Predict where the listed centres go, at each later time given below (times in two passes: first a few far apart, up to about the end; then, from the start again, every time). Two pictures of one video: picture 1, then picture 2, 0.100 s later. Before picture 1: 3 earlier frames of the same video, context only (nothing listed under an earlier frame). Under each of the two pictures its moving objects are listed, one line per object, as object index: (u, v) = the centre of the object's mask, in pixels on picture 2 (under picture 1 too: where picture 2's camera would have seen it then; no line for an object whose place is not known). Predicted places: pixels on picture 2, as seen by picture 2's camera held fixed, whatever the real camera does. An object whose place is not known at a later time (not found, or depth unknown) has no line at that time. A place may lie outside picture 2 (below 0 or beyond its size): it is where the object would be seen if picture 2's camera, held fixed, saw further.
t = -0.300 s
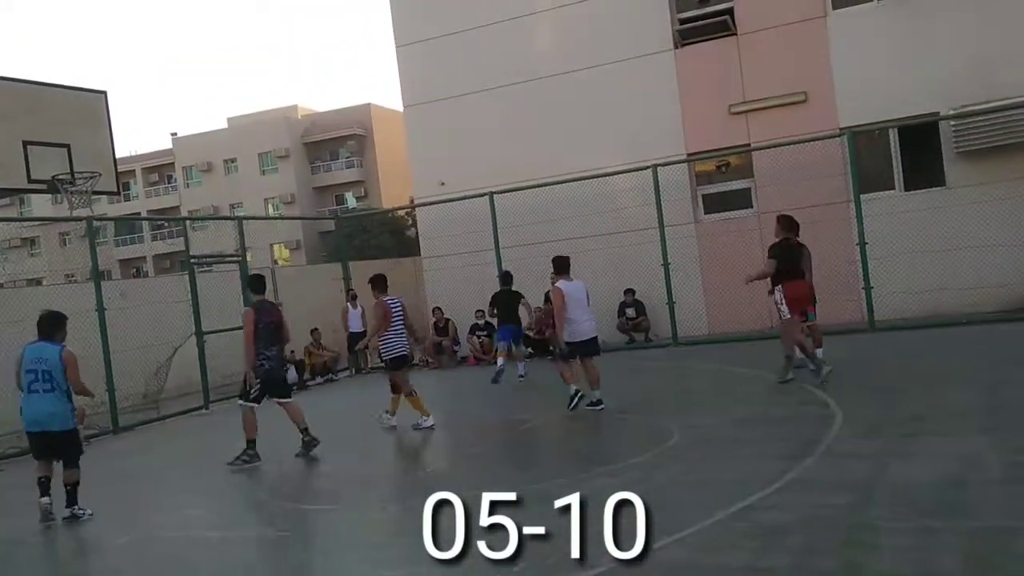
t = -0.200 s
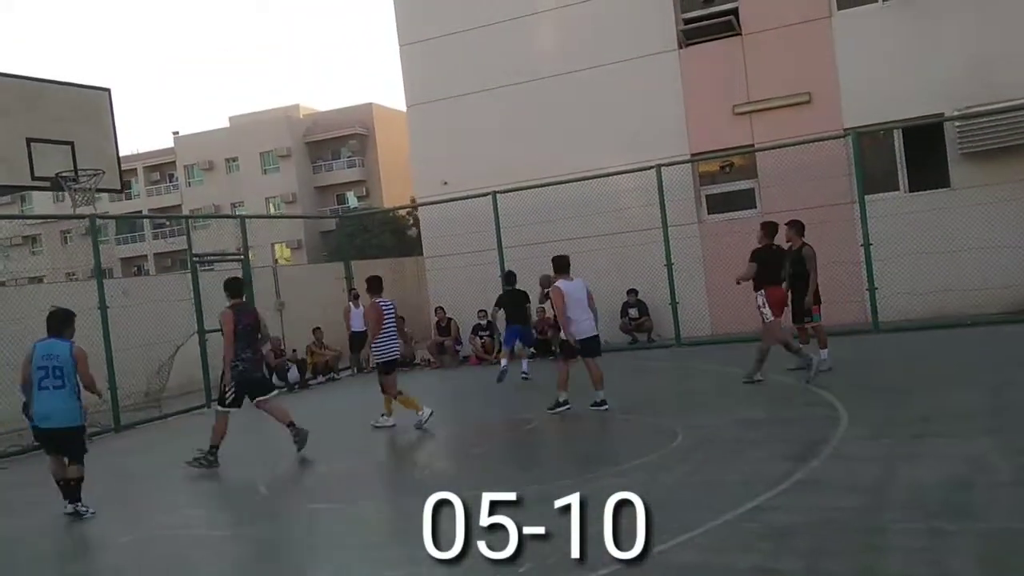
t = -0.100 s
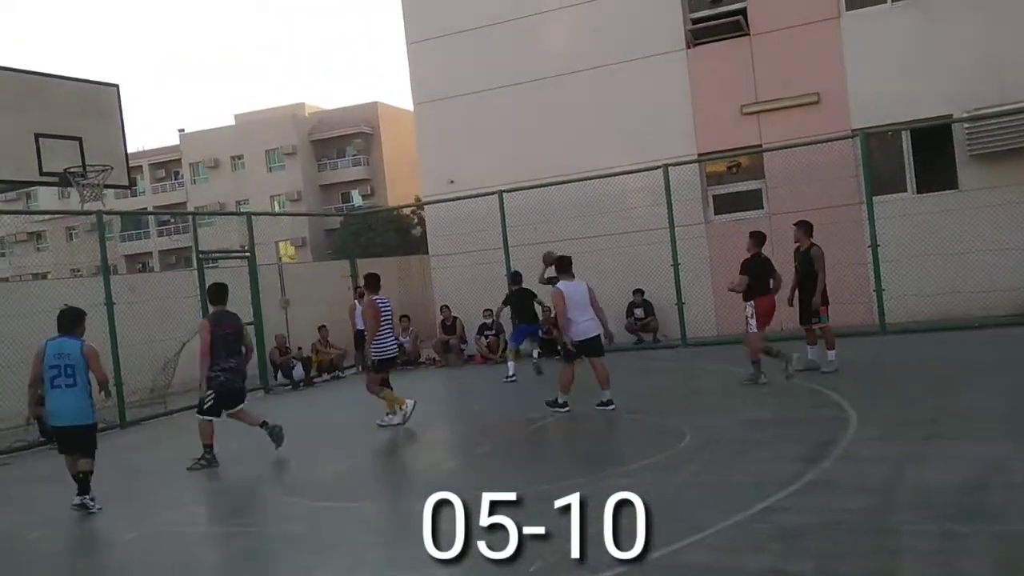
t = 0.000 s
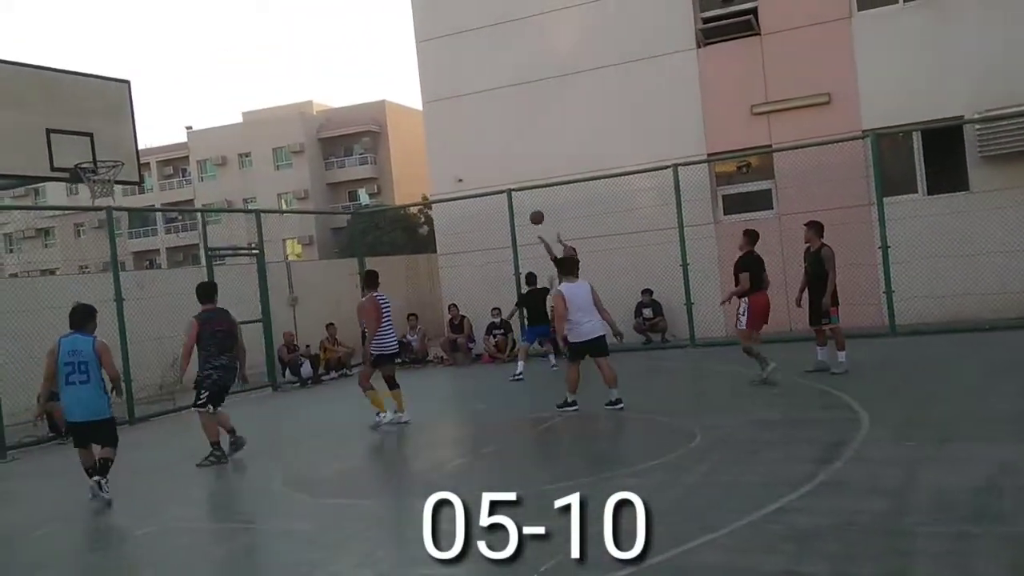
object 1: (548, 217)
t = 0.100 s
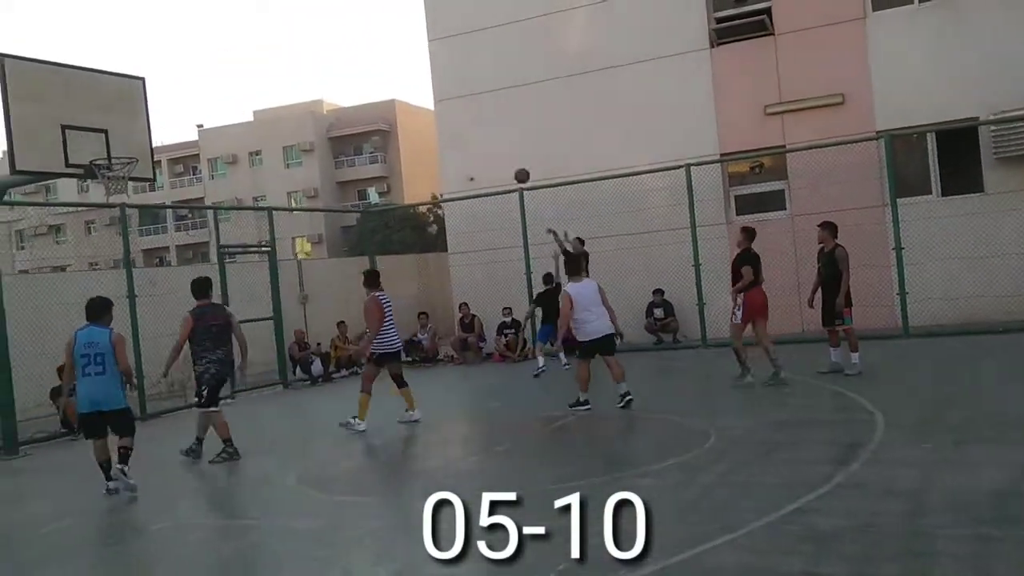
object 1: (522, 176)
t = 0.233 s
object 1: (486, 128)
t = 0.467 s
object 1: (423, 67)
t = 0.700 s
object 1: (352, 40)
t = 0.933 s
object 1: (275, 54)
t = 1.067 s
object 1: (228, 85)
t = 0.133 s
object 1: (513, 163)
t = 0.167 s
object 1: (504, 151)
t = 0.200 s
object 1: (495, 140)
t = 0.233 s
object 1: (486, 128)
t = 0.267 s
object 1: (478, 118)
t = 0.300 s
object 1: (468, 108)
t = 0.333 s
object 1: (460, 99)
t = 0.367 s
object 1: (451, 90)
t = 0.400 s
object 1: (441, 81)
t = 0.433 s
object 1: (432, 74)
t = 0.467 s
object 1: (423, 67)
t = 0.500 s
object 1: (414, 61)
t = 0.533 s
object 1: (404, 55)
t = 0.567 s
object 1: (394, 51)
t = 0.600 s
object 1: (384, 47)
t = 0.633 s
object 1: (374, 44)
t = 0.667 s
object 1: (363, 41)
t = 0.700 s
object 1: (352, 40)
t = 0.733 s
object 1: (342, 39)
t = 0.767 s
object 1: (331, 39)
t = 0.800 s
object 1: (320, 40)
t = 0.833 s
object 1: (309, 42)
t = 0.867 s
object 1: (298, 45)
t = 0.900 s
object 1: (286, 50)
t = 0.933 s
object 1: (275, 54)
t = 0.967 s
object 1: (263, 61)
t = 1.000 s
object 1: (252, 67)
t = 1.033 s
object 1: (240, 76)
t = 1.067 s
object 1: (228, 85)
